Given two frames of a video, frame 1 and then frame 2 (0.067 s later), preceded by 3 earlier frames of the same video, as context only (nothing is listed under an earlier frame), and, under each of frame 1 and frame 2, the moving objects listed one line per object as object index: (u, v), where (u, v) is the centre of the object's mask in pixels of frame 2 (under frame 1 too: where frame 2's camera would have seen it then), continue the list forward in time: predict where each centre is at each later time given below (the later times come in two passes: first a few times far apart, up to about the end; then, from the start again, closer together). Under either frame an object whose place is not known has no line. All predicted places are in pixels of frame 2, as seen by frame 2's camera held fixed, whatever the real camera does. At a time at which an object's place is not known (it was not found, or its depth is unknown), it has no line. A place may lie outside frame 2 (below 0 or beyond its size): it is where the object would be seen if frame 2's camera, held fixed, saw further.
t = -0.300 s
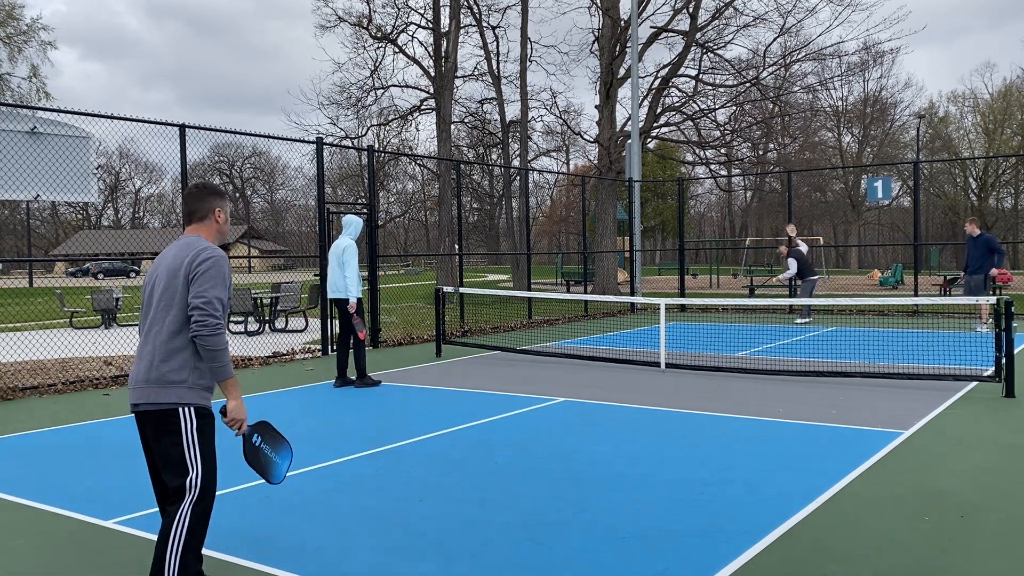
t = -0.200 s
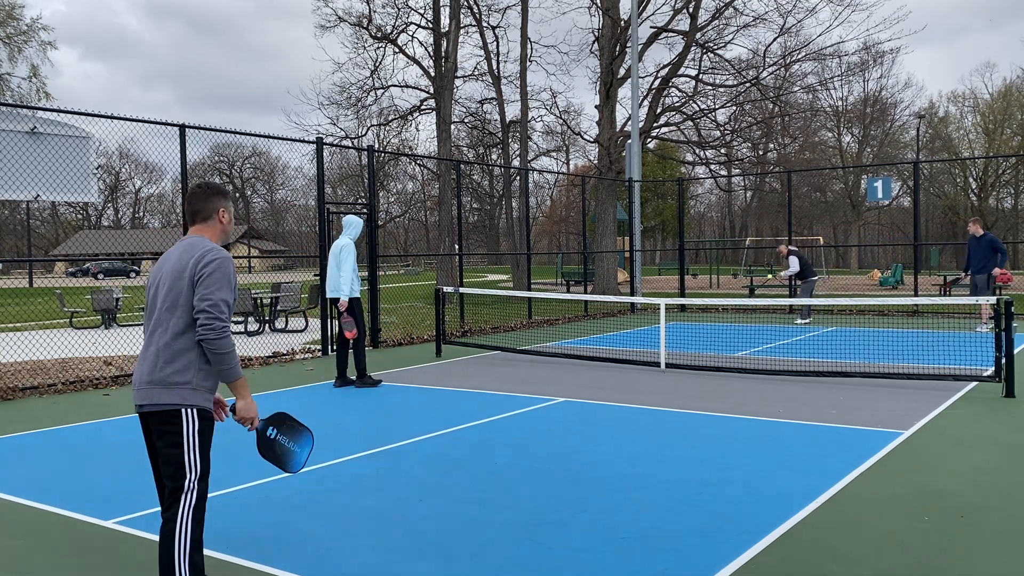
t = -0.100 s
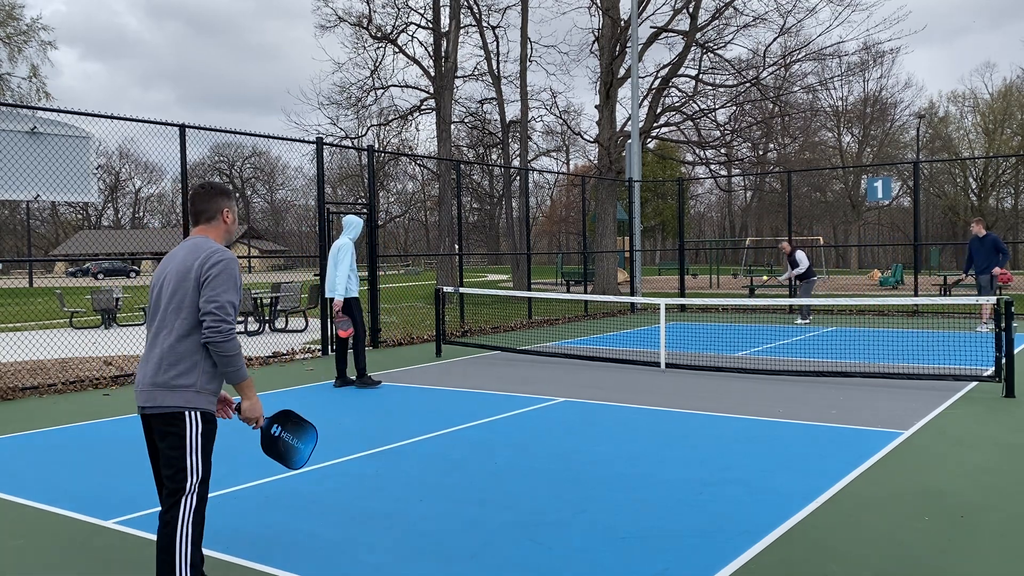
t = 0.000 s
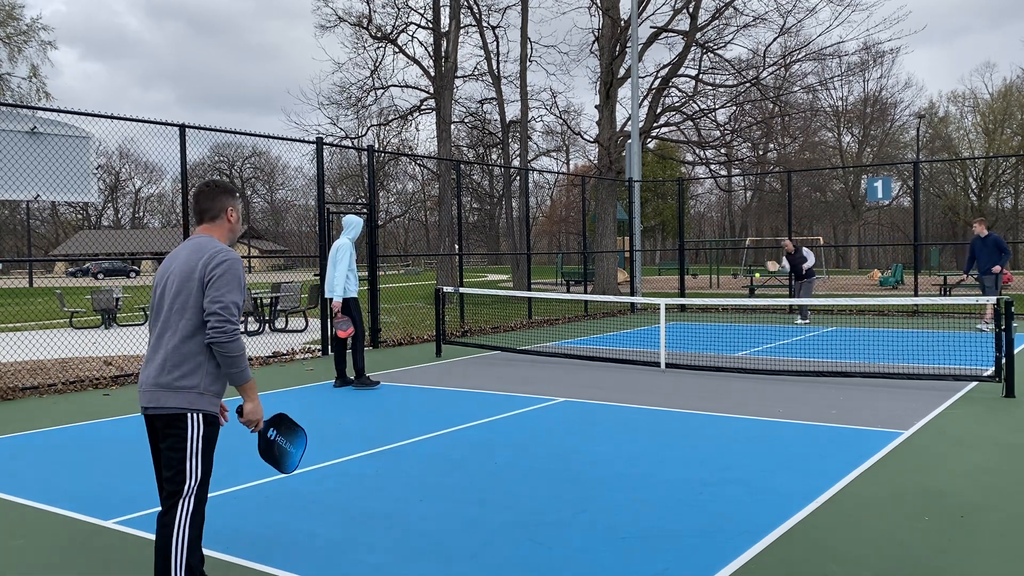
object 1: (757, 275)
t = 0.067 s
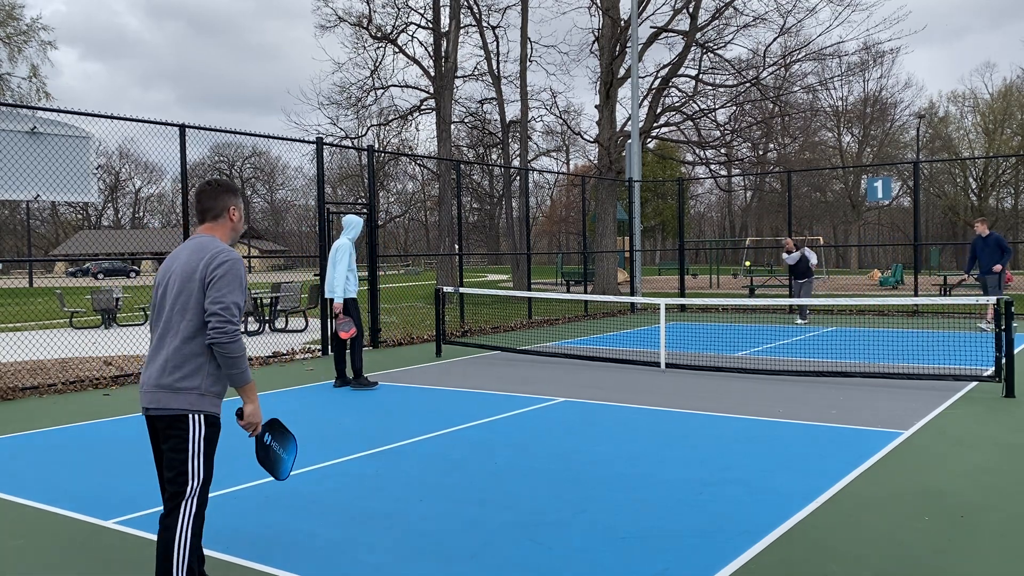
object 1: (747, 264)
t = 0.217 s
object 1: (720, 249)
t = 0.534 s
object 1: (622, 306)
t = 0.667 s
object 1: (550, 396)
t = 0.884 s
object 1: (391, 454)
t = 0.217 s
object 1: (720, 249)
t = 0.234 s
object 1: (717, 249)
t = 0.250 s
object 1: (713, 249)
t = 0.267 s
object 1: (709, 249)
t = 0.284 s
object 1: (705, 249)
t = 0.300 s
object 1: (701, 250)
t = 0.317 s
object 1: (697, 251)
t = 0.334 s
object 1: (692, 253)
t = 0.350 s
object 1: (687, 255)
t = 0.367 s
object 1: (683, 257)
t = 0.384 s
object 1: (678, 260)
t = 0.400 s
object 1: (673, 262)
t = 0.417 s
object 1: (667, 266)
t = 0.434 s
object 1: (661, 270)
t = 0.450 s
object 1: (656, 274)
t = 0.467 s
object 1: (650, 279)
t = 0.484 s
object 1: (643, 285)
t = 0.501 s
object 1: (636, 291)
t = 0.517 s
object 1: (629, 297)
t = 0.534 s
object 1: (622, 306)
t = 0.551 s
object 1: (614, 313)
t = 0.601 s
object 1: (589, 342)
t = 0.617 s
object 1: (580, 354)
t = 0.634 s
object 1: (570, 367)
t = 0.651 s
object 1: (560, 381)
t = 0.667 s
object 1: (550, 396)
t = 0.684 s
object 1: (539, 412)
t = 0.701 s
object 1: (527, 430)
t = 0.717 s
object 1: (515, 449)
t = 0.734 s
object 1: (501, 470)
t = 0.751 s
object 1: (491, 469)
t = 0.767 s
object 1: (480, 466)
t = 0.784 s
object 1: (469, 462)
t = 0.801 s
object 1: (458, 460)
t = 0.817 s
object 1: (446, 457)
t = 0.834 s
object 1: (433, 456)
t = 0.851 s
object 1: (420, 455)
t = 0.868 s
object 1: (406, 454)
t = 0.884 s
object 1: (391, 454)
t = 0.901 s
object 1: (376, 455)
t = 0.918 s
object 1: (360, 457)
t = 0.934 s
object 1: (343, 460)
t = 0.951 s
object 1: (324, 463)
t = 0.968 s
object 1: (305, 468)
